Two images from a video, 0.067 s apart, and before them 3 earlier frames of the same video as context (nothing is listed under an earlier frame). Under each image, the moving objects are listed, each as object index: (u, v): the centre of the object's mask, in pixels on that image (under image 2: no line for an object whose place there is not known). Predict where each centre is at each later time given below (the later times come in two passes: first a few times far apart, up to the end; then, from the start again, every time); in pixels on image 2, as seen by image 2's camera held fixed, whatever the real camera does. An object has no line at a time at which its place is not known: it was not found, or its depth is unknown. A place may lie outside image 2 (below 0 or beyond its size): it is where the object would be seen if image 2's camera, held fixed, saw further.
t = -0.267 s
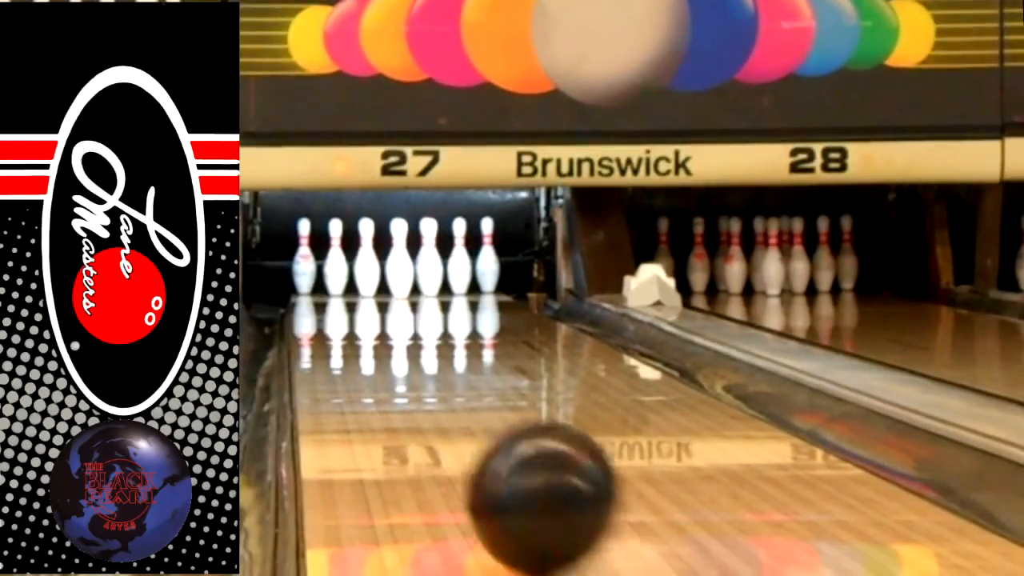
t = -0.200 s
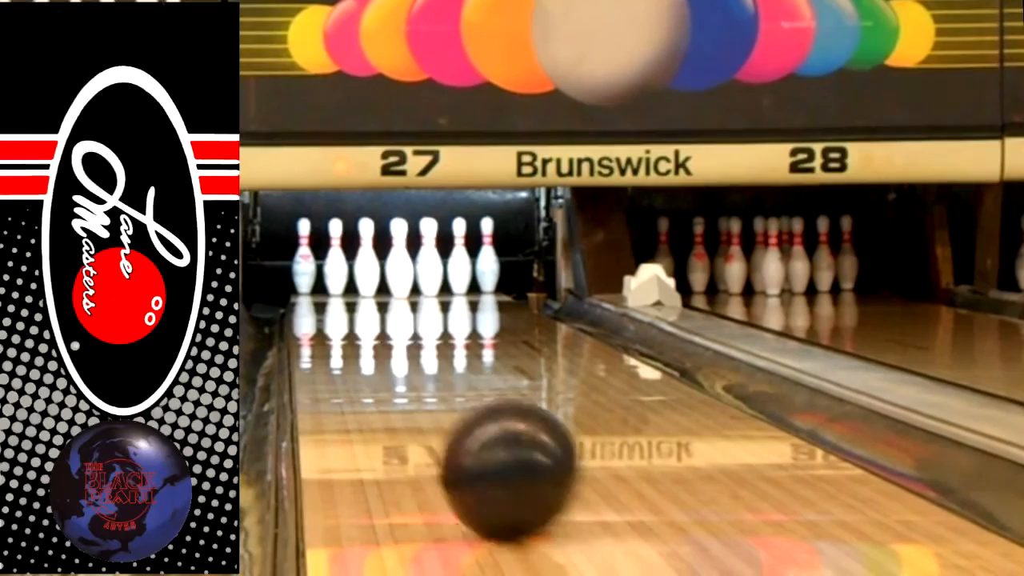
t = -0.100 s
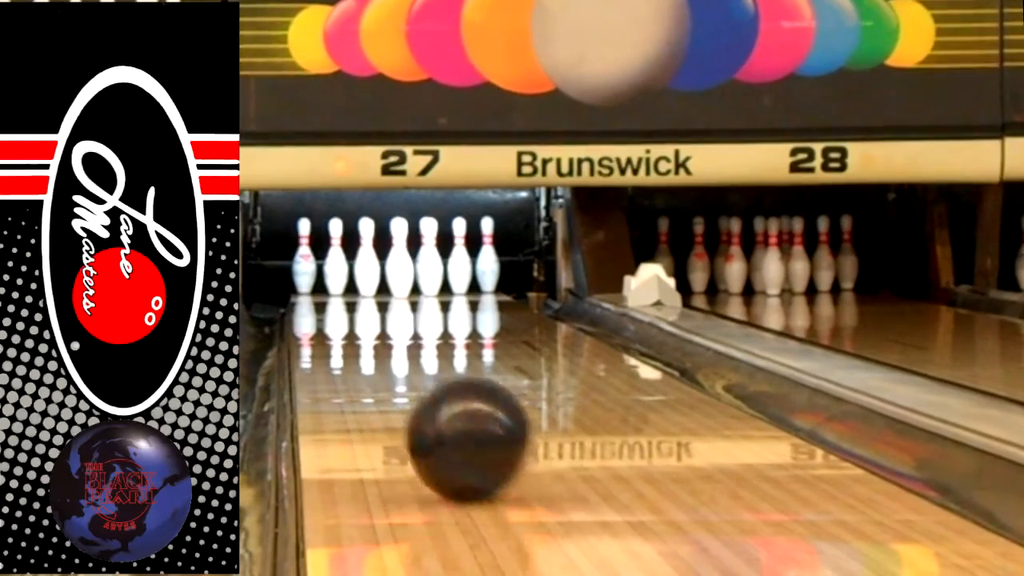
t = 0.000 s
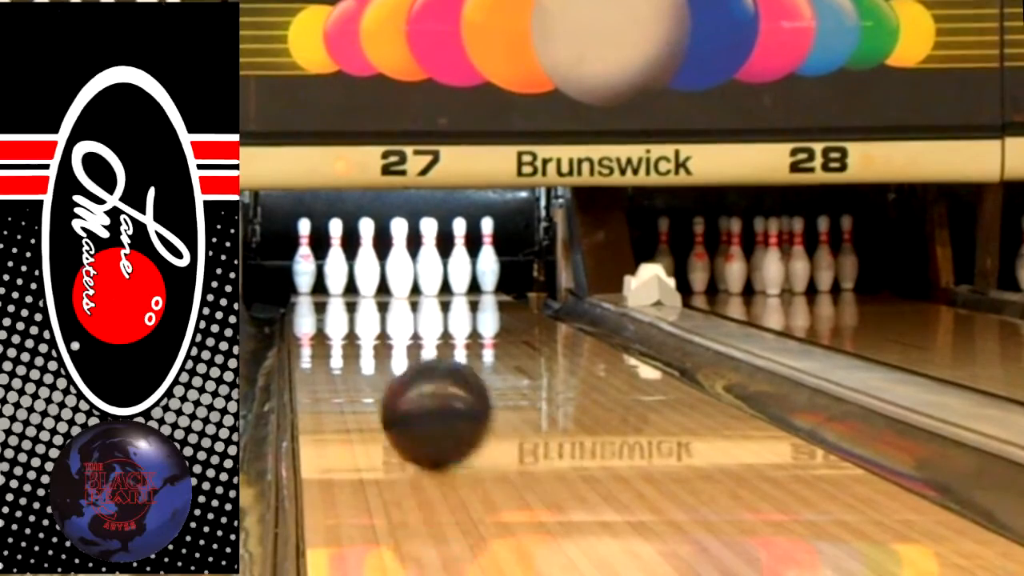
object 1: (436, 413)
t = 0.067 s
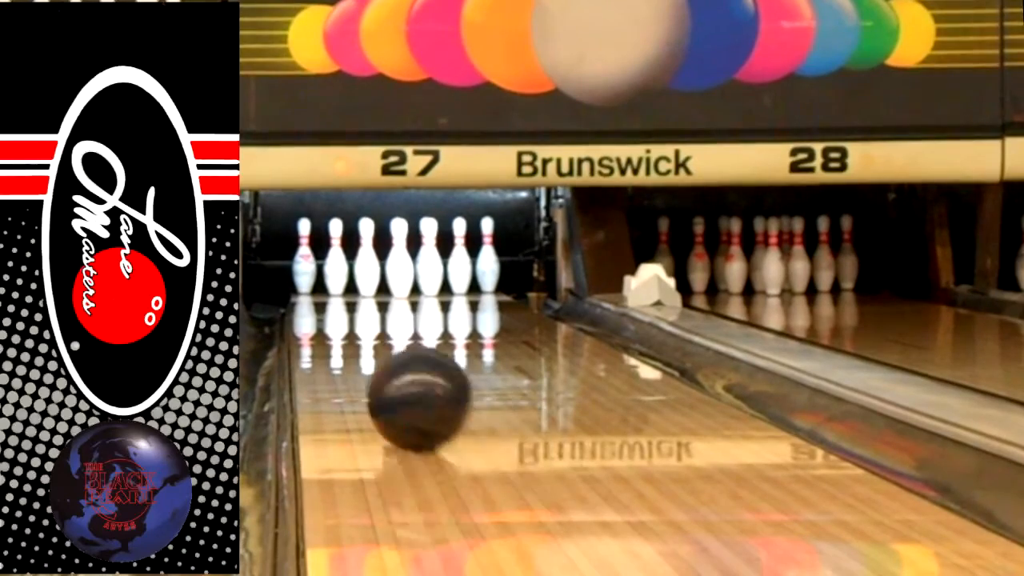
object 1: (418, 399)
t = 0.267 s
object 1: (379, 365)
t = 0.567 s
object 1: (345, 332)
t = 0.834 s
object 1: (335, 311)
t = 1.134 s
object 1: (342, 296)
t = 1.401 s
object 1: (363, 285)
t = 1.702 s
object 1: (380, 276)
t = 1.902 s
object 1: (372, 273)
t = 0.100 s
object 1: (410, 392)
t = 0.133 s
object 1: (403, 386)
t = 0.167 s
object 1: (396, 380)
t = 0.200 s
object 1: (390, 375)
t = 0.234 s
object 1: (384, 370)
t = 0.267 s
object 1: (379, 365)
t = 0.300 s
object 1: (374, 361)
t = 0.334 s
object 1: (369, 357)
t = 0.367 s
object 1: (364, 353)
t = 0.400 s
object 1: (360, 349)
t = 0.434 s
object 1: (356, 346)
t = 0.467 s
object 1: (353, 342)
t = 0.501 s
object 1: (350, 338)
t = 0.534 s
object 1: (347, 335)
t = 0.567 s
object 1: (345, 332)
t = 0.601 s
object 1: (343, 329)
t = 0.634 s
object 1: (341, 326)
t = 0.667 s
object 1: (339, 323)
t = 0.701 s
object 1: (338, 321)
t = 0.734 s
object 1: (337, 318)
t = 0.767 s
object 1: (336, 315)
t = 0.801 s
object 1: (335, 313)
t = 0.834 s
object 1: (335, 311)
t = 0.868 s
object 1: (334, 309)
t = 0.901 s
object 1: (335, 306)
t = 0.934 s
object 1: (335, 305)
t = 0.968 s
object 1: (336, 303)
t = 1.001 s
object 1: (336, 301)
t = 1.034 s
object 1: (338, 300)
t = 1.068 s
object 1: (339, 298)
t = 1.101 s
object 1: (341, 297)
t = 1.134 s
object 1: (342, 296)
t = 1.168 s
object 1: (345, 294)
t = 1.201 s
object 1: (347, 293)
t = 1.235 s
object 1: (350, 291)
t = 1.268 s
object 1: (353, 290)
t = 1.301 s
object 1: (356, 288)
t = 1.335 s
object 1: (359, 287)
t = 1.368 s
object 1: (361, 286)
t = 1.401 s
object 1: (363, 285)
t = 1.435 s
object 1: (367, 284)
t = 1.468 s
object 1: (370, 283)
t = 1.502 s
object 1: (372, 282)
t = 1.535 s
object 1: (375, 281)
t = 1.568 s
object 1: (378, 280)
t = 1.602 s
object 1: (380, 279)
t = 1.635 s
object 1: (382, 277)
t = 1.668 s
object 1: (382, 276)
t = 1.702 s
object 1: (380, 276)
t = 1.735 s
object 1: (380, 275)
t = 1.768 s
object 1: (380, 275)
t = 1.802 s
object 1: (380, 275)
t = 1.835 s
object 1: (377, 274)
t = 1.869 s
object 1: (375, 273)
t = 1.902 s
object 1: (372, 273)
